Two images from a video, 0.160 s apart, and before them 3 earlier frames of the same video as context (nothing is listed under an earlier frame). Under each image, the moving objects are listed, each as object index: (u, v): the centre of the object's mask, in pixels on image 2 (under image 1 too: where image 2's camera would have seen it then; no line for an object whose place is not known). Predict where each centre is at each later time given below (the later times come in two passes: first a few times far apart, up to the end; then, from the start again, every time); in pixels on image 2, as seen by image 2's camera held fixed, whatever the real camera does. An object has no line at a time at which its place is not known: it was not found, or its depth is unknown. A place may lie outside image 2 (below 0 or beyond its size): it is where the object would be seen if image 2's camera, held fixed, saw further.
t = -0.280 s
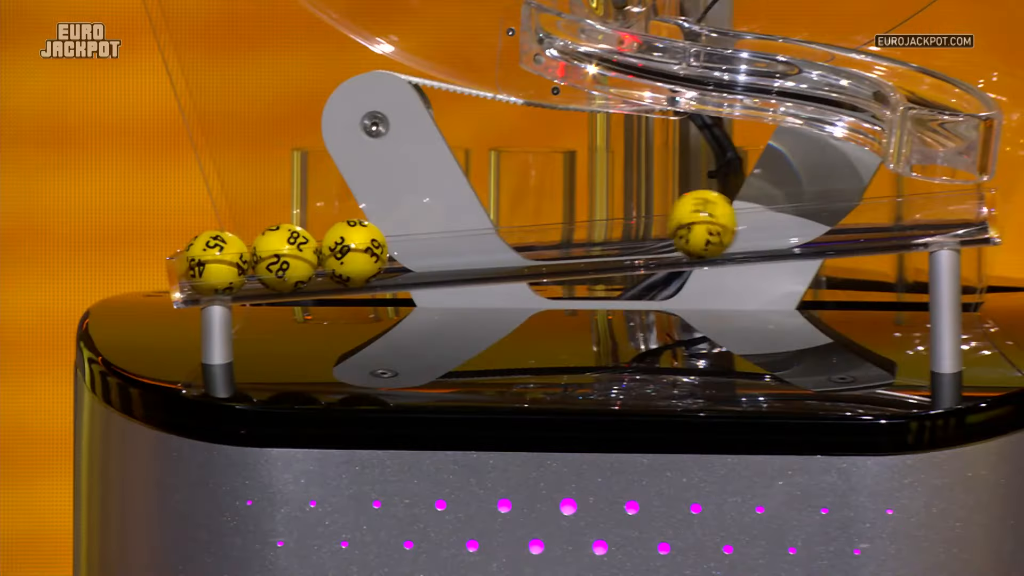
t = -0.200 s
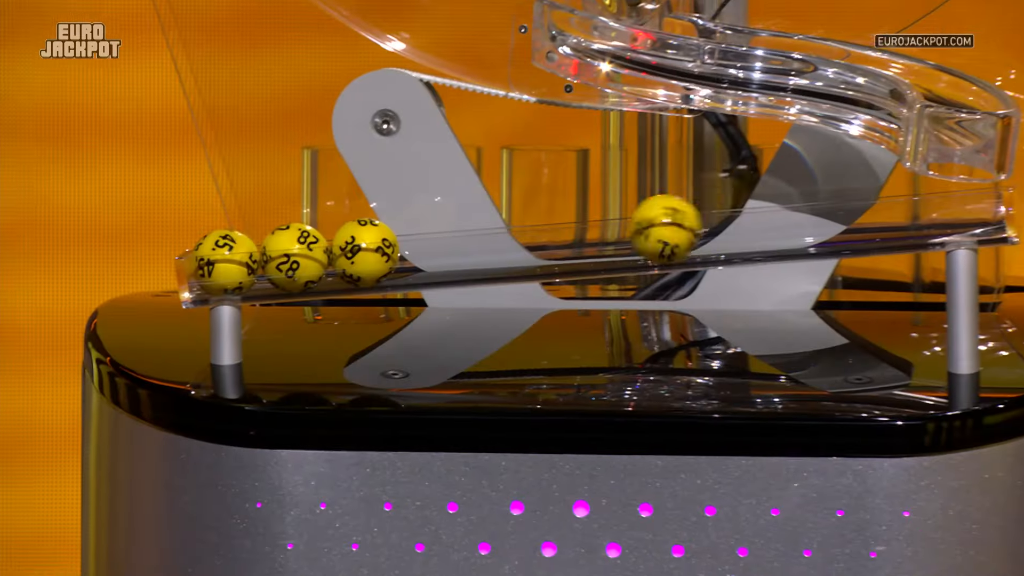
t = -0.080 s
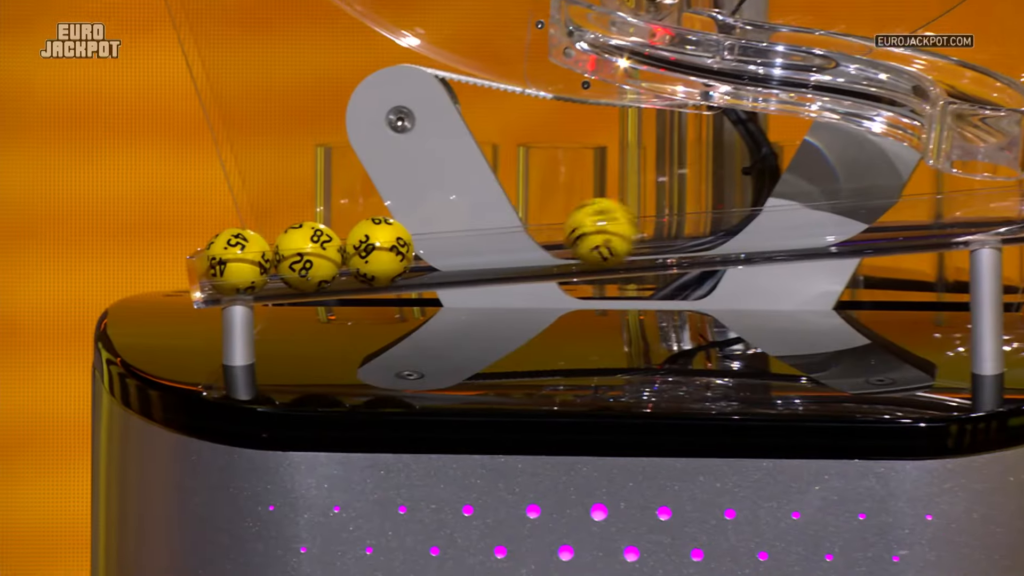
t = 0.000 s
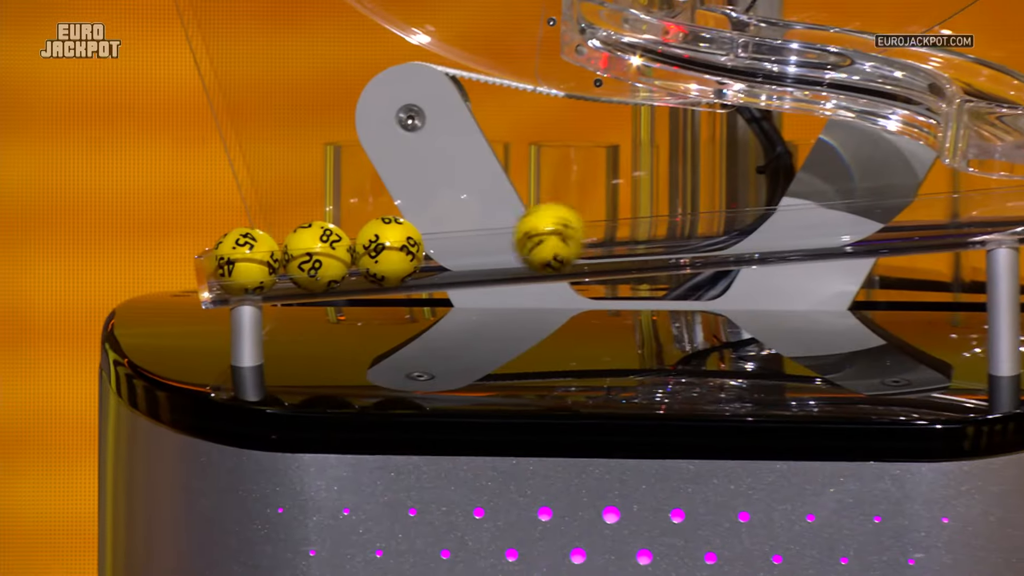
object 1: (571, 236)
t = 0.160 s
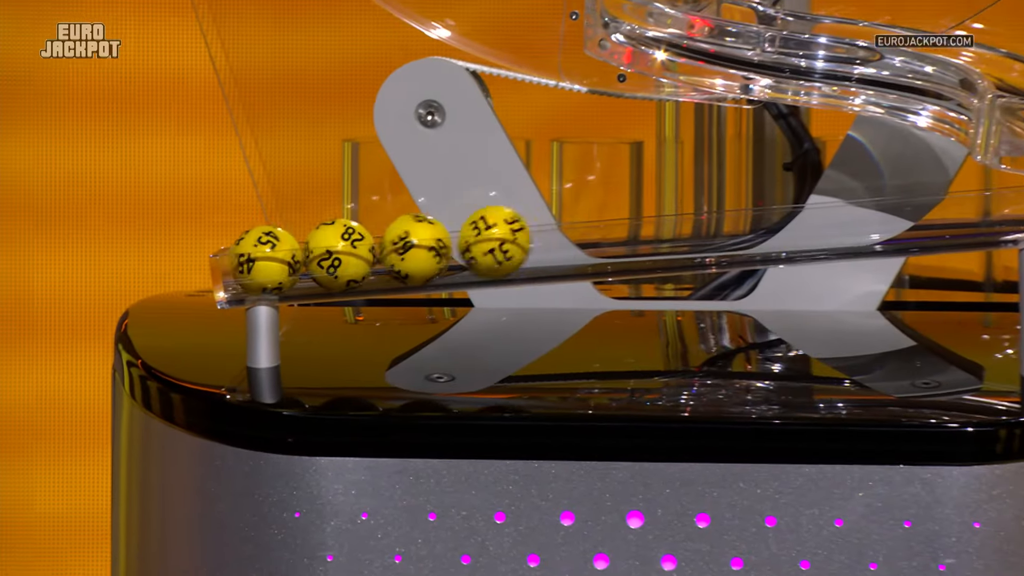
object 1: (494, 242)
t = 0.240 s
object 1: (504, 243)
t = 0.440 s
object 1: (519, 241)
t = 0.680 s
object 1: (509, 242)
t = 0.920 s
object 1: (481, 244)
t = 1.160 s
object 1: (480, 244)
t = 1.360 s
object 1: (480, 244)
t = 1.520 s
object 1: (480, 244)
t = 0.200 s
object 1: (500, 242)
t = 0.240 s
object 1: (504, 243)
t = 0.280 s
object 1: (509, 242)
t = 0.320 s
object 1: (513, 241)
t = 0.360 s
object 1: (516, 241)
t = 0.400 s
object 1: (517, 242)
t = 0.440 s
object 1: (519, 241)
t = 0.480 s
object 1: (520, 241)
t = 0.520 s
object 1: (519, 241)
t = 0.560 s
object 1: (518, 241)
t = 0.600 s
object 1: (516, 242)
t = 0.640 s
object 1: (513, 242)
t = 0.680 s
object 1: (509, 242)
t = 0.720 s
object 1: (505, 242)
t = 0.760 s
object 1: (500, 242)
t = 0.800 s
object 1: (494, 243)
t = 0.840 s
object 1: (486, 244)
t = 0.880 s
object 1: (480, 244)
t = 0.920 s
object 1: (481, 244)
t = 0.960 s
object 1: (480, 244)
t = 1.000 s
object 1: (480, 244)
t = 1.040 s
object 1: (480, 244)
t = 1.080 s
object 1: (480, 244)
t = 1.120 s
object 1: (480, 244)
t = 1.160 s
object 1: (480, 244)
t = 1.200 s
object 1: (480, 244)
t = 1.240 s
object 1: (480, 244)
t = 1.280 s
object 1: (480, 244)
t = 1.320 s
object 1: (480, 244)
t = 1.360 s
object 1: (480, 244)
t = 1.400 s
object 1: (480, 244)
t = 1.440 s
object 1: (480, 244)
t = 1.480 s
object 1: (480, 244)
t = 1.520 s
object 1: (480, 244)
